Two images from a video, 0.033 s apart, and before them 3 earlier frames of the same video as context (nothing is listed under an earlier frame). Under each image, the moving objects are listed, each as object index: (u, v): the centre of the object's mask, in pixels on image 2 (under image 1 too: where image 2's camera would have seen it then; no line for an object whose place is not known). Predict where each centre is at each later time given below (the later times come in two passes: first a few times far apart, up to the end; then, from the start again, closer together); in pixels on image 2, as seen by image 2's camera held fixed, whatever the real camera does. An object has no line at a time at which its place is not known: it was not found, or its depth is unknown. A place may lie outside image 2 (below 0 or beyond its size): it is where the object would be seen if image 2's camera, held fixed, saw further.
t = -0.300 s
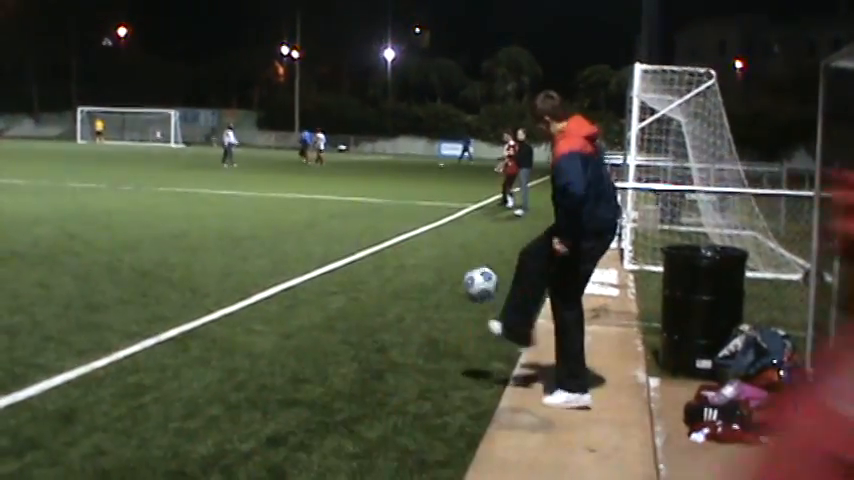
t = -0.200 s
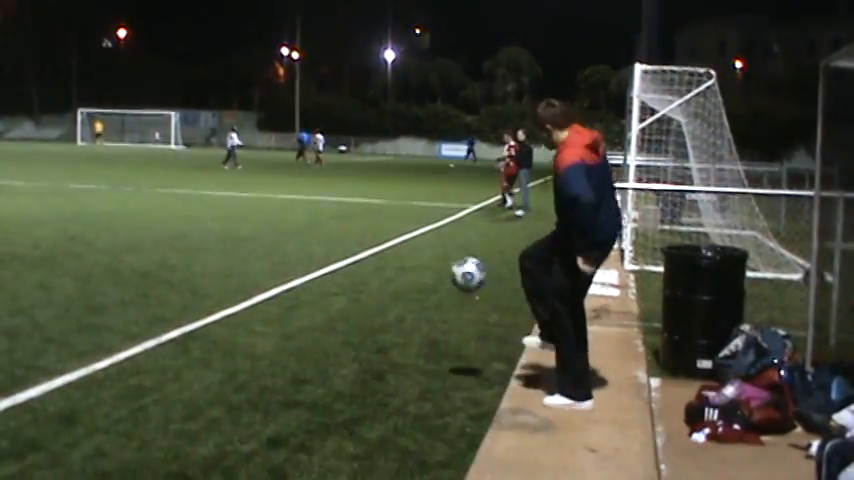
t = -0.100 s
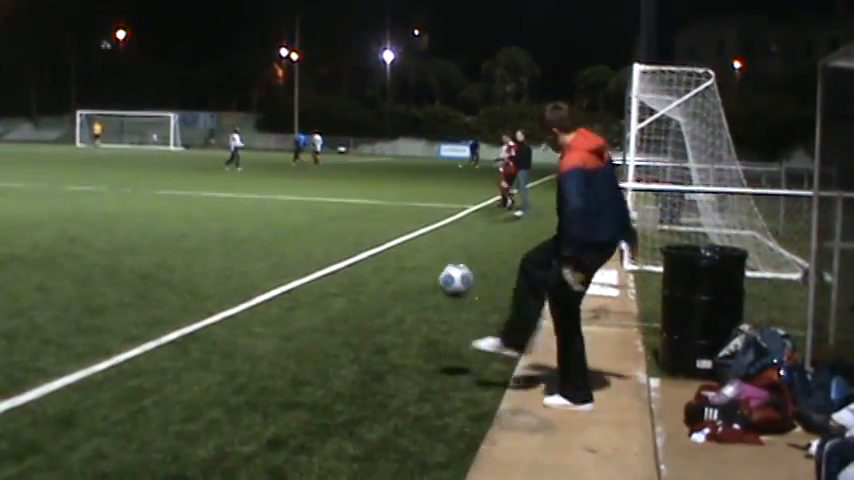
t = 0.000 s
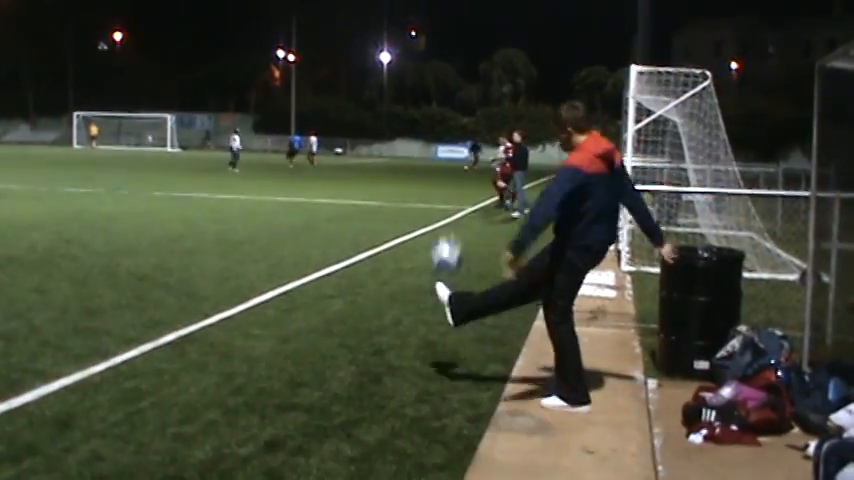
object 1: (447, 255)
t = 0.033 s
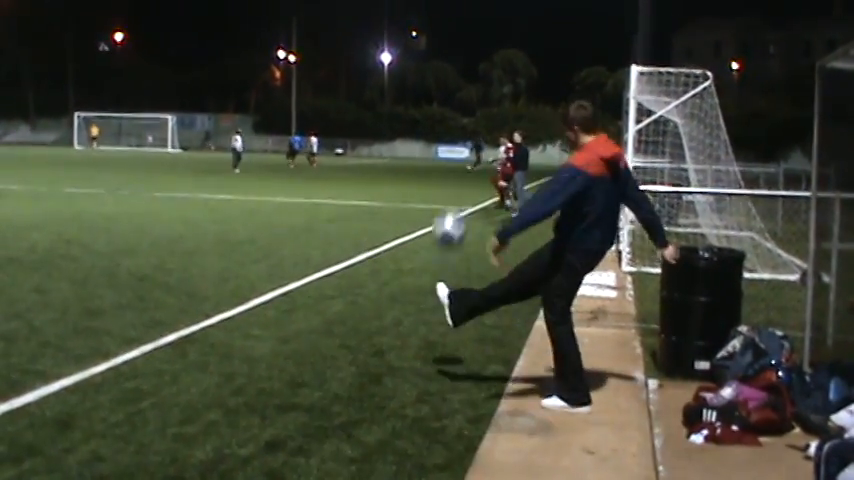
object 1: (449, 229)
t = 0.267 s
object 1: (463, 89)
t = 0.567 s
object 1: (480, 38)
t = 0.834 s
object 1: (490, 97)
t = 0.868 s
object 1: (491, 110)
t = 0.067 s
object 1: (451, 201)
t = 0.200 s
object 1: (460, 118)
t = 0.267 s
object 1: (463, 89)
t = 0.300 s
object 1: (465, 75)
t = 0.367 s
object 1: (470, 57)
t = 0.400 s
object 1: (471, 47)
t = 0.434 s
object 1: (473, 44)
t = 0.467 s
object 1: (475, 40)
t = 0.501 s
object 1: (477, 37)
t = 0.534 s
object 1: (478, 37)
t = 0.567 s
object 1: (480, 38)
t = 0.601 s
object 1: (482, 41)
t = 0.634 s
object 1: (483, 45)
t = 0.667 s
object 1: (484, 50)
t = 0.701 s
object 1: (485, 56)
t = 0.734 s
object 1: (487, 66)
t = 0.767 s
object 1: (487, 75)
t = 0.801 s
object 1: (488, 85)
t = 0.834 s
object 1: (490, 97)
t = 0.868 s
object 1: (491, 110)
